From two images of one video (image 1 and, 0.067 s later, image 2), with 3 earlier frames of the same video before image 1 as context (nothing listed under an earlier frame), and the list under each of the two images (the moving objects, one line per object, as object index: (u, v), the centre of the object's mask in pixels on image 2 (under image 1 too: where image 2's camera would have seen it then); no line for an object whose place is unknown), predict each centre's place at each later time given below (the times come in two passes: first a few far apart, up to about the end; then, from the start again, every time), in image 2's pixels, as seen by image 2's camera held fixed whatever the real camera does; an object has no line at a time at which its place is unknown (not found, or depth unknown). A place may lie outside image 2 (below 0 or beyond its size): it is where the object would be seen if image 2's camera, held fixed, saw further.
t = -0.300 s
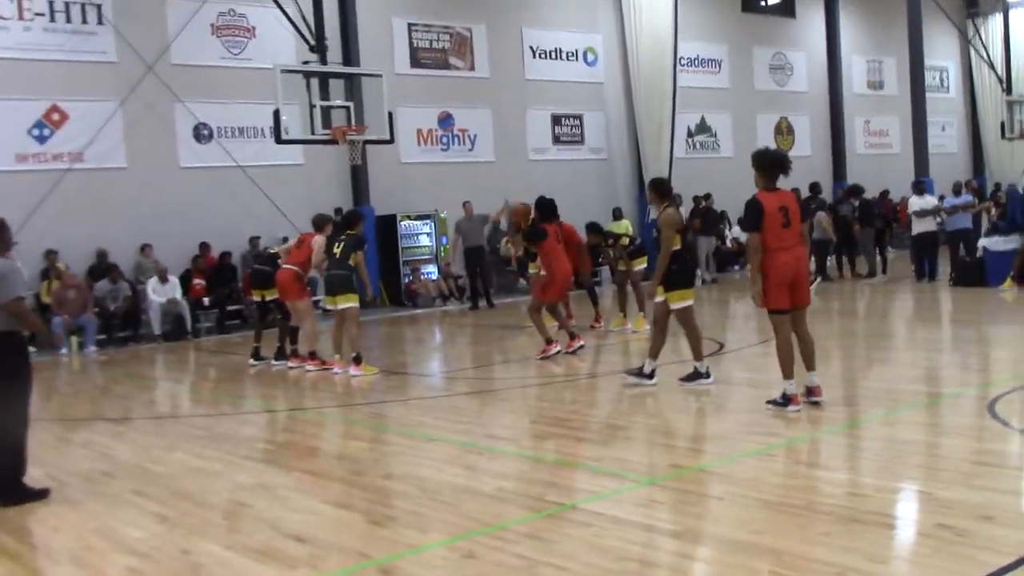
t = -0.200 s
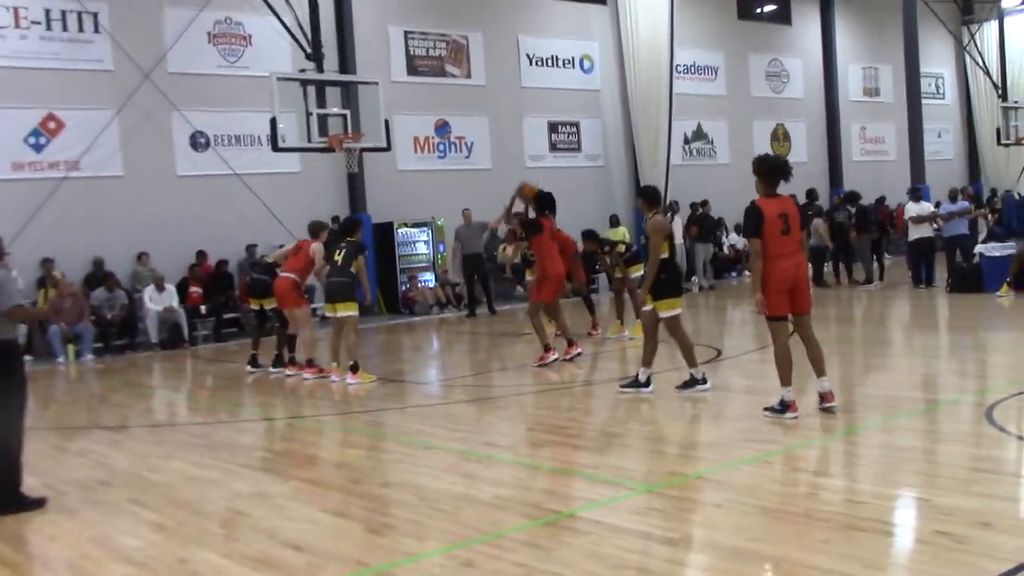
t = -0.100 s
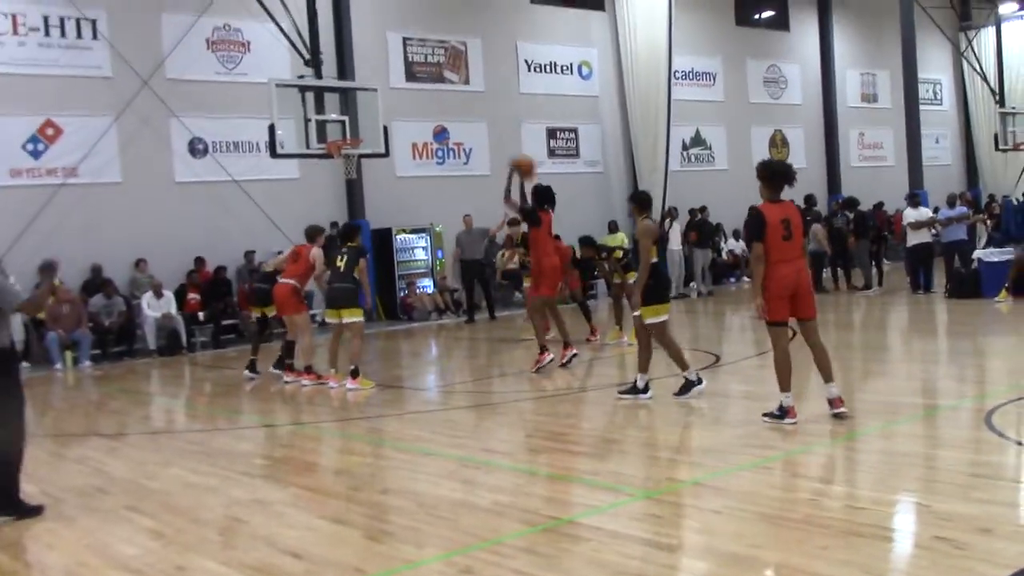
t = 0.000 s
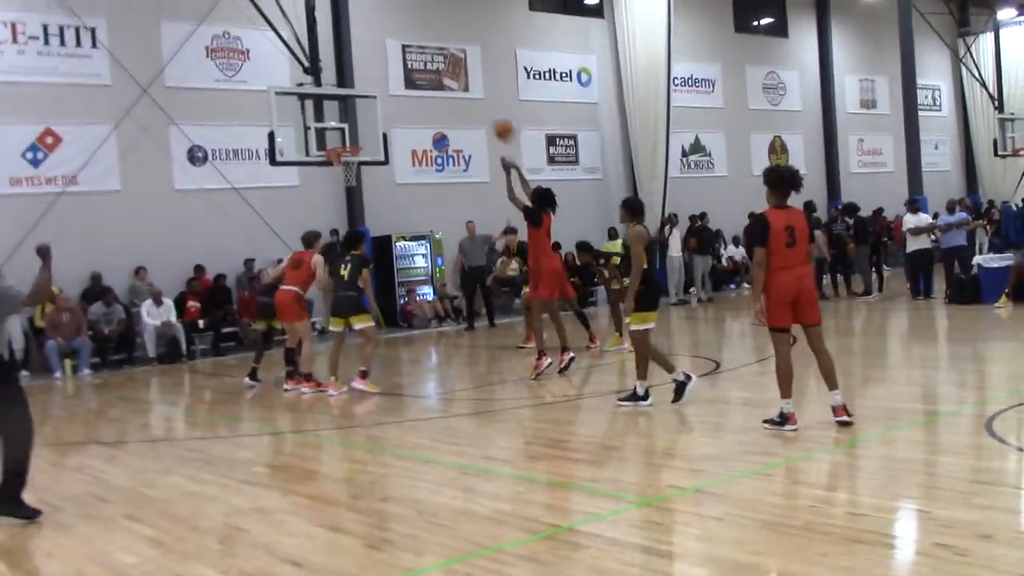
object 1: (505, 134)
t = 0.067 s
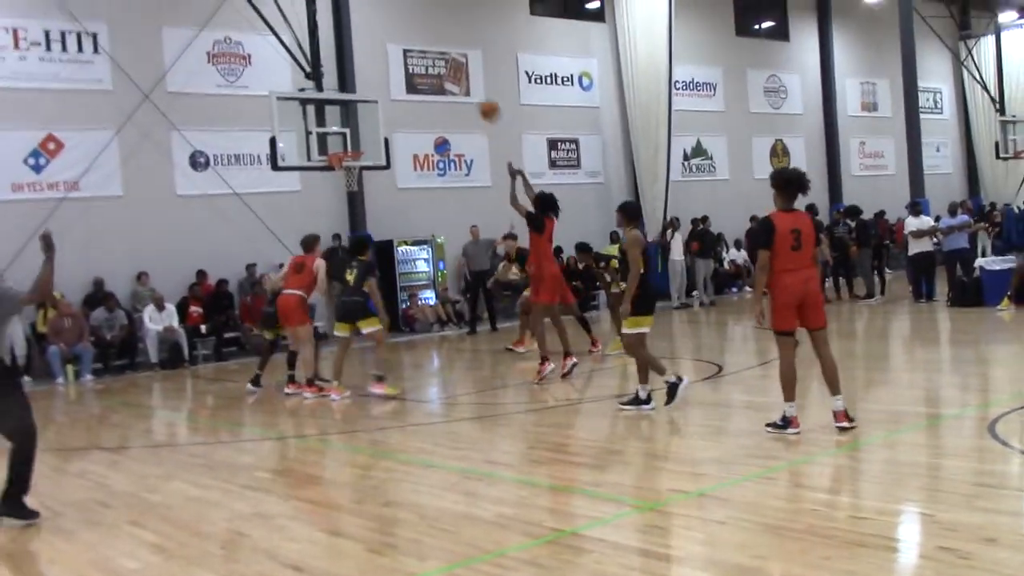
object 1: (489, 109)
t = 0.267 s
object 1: (446, 63)
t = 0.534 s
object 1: (398, 53)
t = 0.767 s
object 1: (365, 85)
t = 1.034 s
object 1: (348, 140)
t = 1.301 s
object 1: (416, 108)
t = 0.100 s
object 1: (481, 99)
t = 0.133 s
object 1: (474, 90)
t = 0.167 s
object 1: (467, 82)
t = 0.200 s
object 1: (459, 74)
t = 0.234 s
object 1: (454, 70)
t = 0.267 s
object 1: (446, 63)
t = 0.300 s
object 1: (440, 59)
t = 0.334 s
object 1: (433, 55)
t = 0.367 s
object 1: (426, 52)
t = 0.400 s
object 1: (420, 50)
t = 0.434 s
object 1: (414, 50)
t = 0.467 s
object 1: (409, 50)
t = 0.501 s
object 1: (403, 50)
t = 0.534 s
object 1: (398, 53)
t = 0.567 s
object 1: (392, 55)
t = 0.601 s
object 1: (387, 58)
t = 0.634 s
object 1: (382, 62)
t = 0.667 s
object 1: (378, 67)
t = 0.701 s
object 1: (373, 73)
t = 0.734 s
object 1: (369, 79)
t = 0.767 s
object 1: (365, 85)
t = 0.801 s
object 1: (361, 92)
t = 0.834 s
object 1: (355, 102)
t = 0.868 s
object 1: (351, 110)
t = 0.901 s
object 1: (347, 119)
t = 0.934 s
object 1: (344, 129)
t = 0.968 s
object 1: (341, 140)
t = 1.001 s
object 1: (339, 146)
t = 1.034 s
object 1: (348, 140)
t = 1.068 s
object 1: (356, 134)
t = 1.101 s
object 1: (365, 127)
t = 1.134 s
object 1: (373, 123)
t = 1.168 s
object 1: (381, 118)
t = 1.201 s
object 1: (389, 115)
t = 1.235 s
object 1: (398, 112)
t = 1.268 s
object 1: (407, 110)
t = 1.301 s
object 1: (416, 108)
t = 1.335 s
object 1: (424, 108)
